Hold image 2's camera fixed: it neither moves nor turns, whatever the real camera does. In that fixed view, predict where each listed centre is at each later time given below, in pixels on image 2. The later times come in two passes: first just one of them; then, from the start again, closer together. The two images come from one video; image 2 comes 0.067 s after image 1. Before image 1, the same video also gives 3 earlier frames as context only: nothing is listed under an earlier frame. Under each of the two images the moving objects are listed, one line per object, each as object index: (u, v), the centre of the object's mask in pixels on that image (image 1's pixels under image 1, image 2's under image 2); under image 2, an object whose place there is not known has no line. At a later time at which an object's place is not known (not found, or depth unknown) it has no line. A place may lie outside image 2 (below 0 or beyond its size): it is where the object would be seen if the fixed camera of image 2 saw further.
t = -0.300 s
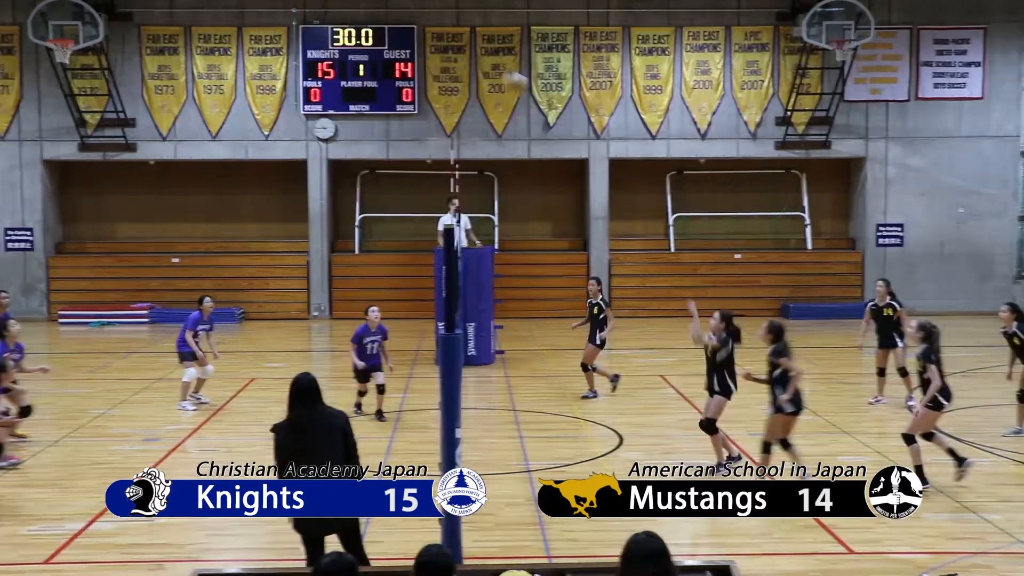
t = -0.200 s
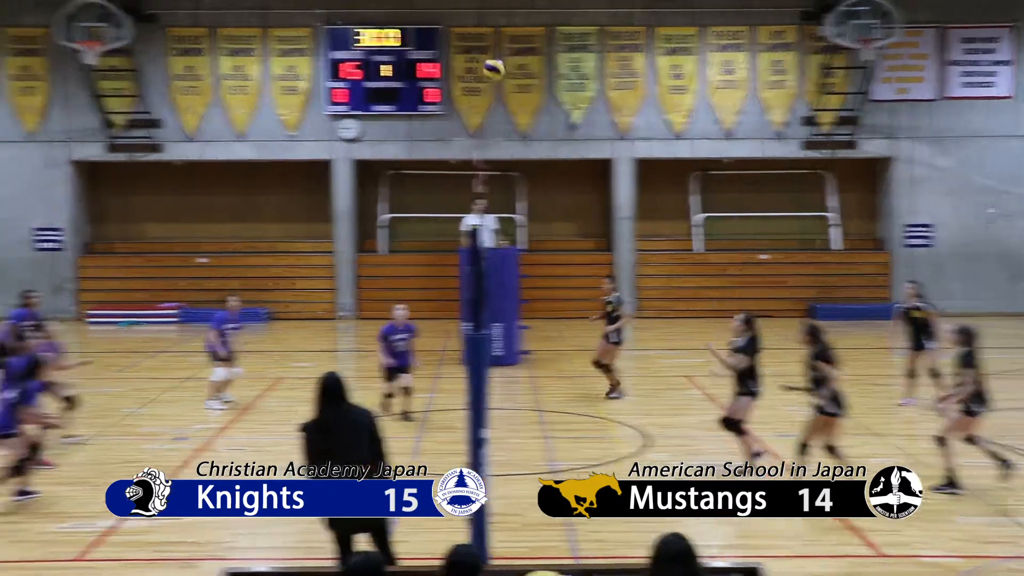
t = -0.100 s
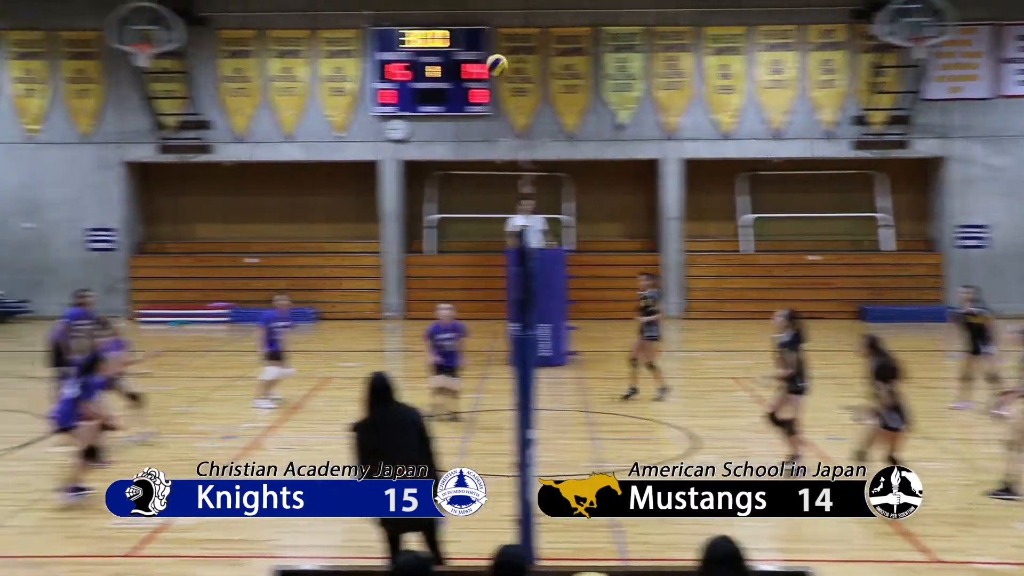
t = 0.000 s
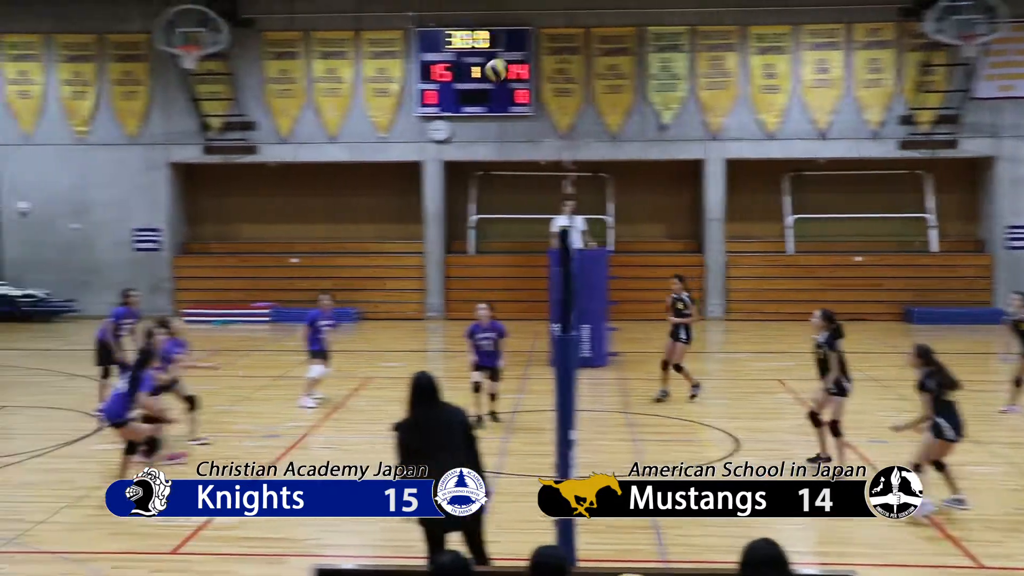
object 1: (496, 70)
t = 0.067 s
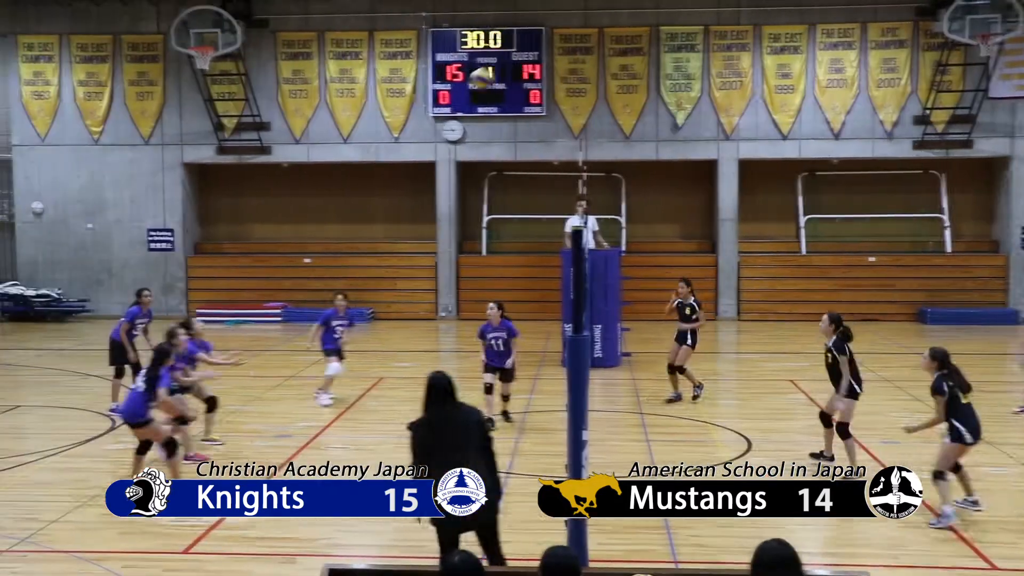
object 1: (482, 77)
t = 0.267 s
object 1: (404, 129)
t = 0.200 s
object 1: (427, 108)
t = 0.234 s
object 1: (416, 119)
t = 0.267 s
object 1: (404, 129)
